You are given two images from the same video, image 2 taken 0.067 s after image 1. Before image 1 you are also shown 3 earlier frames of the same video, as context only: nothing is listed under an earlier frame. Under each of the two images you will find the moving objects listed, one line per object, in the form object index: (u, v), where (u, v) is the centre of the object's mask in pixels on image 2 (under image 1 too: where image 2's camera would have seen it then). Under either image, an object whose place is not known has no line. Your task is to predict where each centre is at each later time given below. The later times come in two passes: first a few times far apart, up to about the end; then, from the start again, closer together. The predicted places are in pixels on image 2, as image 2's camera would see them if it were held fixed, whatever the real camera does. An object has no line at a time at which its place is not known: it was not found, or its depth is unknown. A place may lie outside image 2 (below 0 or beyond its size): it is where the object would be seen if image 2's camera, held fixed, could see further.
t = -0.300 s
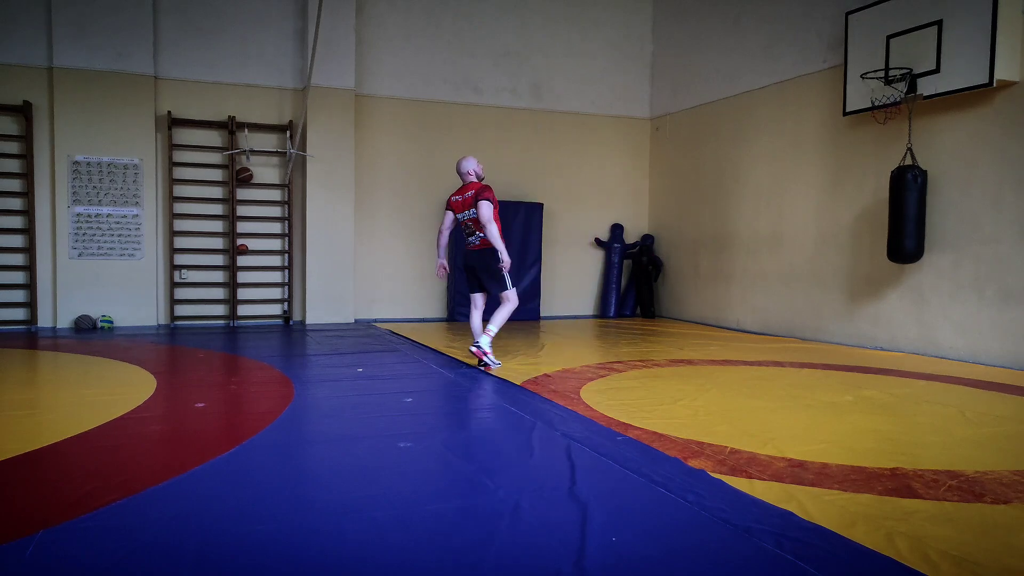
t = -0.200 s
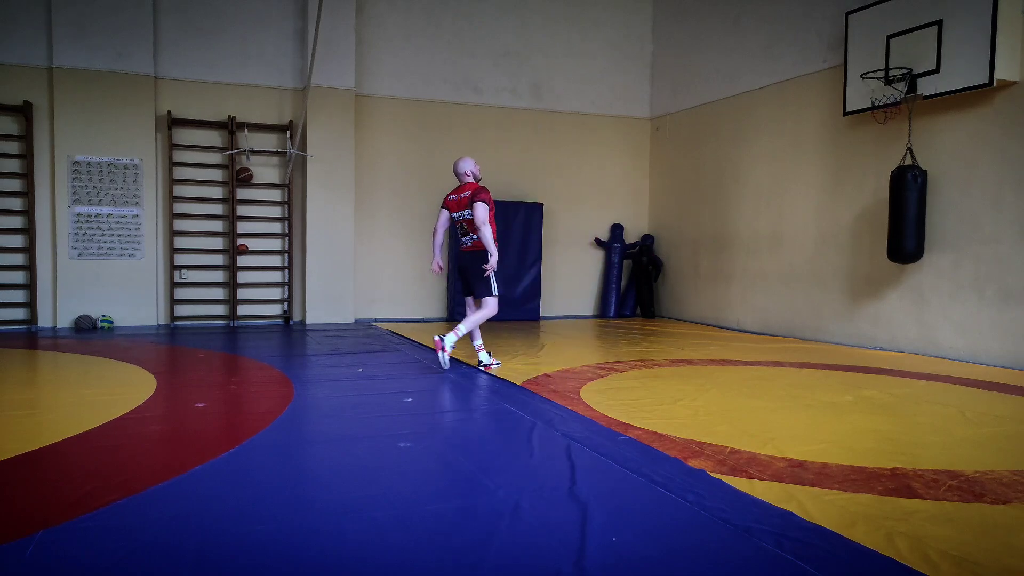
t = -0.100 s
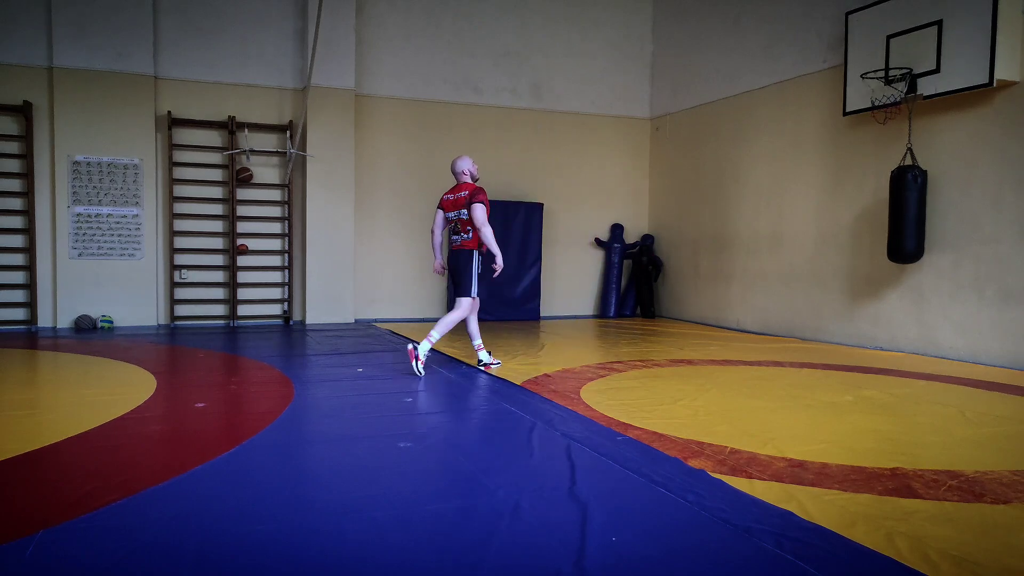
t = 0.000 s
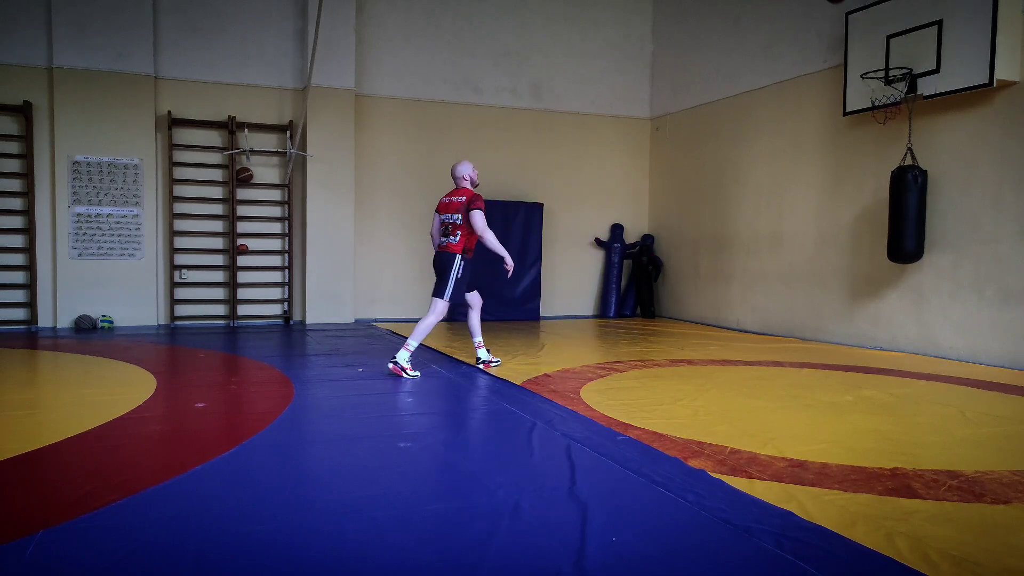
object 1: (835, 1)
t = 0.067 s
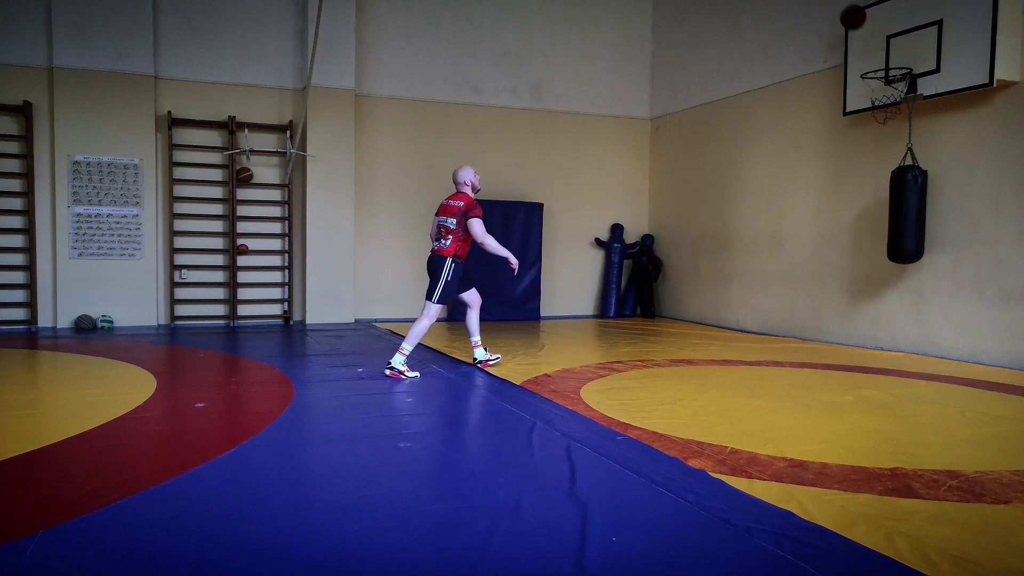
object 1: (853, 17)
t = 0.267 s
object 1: (899, 117)
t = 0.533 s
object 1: (879, 204)
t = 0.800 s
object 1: (837, 340)
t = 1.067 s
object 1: (795, 276)
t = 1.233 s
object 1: (765, 246)
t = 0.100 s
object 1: (861, 32)
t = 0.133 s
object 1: (869, 48)
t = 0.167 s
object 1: (877, 64)
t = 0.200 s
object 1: (885, 82)
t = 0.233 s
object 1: (893, 102)
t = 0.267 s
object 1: (899, 117)
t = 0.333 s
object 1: (904, 145)
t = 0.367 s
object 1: (902, 158)
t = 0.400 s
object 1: (898, 167)
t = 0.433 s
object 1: (894, 175)
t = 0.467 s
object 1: (889, 184)
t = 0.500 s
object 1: (884, 193)
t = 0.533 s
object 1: (879, 204)
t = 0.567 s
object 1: (874, 216)
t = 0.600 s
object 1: (869, 230)
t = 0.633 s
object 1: (864, 245)
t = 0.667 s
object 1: (859, 261)
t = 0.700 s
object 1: (853, 279)
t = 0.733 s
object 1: (848, 297)
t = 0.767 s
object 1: (843, 318)
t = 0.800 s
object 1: (837, 340)
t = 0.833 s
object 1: (832, 358)
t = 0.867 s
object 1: (827, 344)
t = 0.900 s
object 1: (822, 330)
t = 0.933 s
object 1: (817, 318)
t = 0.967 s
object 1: (812, 306)
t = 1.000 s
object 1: (807, 295)
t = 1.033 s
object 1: (801, 285)
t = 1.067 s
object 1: (795, 276)
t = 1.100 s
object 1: (790, 268)
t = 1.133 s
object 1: (784, 261)
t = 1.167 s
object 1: (778, 255)
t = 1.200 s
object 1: (772, 250)
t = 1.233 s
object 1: (765, 246)
